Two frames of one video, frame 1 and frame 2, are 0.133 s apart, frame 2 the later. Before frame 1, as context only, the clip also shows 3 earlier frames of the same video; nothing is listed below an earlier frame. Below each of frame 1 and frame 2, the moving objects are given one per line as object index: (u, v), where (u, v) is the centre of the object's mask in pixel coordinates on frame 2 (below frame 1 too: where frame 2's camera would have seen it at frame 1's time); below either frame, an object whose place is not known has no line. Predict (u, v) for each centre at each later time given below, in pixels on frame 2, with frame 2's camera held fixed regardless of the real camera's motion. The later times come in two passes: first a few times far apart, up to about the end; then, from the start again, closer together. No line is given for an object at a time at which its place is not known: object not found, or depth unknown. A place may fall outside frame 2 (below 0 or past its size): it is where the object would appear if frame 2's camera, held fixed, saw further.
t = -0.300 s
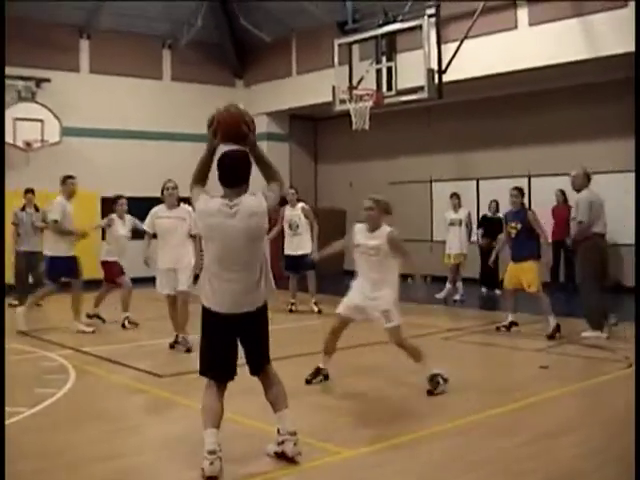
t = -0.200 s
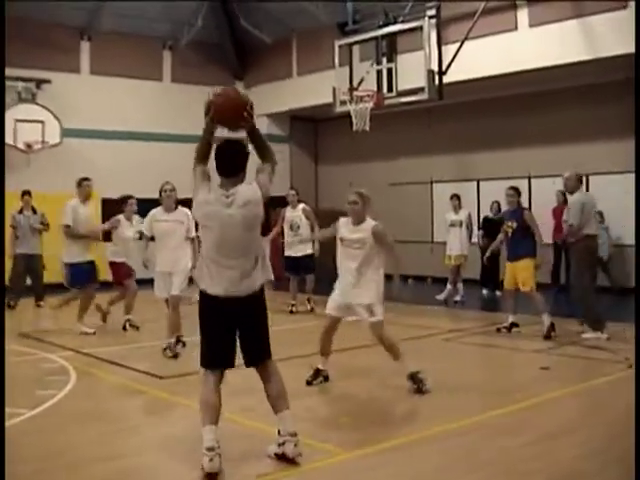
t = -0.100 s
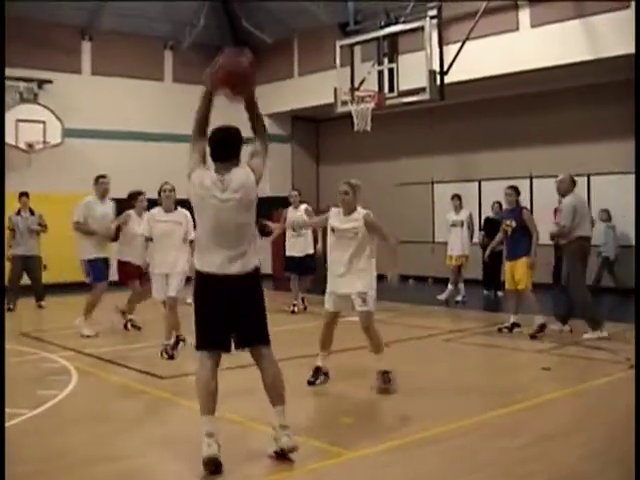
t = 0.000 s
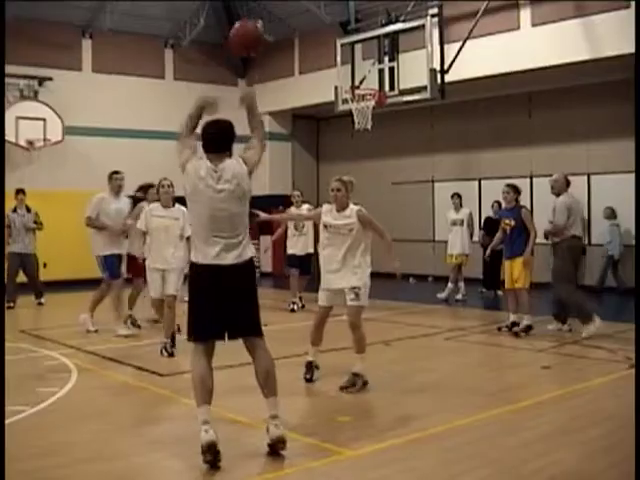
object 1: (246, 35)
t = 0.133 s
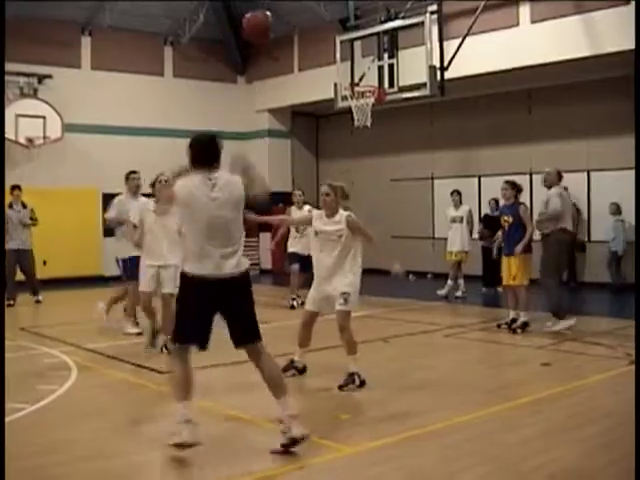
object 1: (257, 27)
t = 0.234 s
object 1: (263, 32)
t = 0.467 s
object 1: (278, 80)
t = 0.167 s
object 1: (260, 28)
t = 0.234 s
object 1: (263, 32)
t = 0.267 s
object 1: (265, 35)
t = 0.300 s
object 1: (267, 38)
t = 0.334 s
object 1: (269, 44)
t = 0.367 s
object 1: (271, 50)
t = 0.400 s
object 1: (274, 56)
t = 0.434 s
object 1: (276, 69)
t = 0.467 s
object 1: (278, 80)
